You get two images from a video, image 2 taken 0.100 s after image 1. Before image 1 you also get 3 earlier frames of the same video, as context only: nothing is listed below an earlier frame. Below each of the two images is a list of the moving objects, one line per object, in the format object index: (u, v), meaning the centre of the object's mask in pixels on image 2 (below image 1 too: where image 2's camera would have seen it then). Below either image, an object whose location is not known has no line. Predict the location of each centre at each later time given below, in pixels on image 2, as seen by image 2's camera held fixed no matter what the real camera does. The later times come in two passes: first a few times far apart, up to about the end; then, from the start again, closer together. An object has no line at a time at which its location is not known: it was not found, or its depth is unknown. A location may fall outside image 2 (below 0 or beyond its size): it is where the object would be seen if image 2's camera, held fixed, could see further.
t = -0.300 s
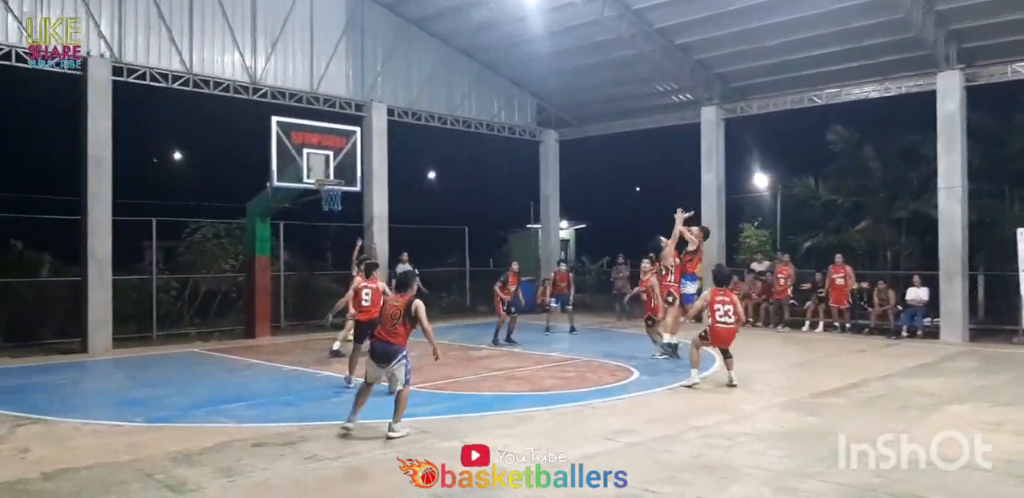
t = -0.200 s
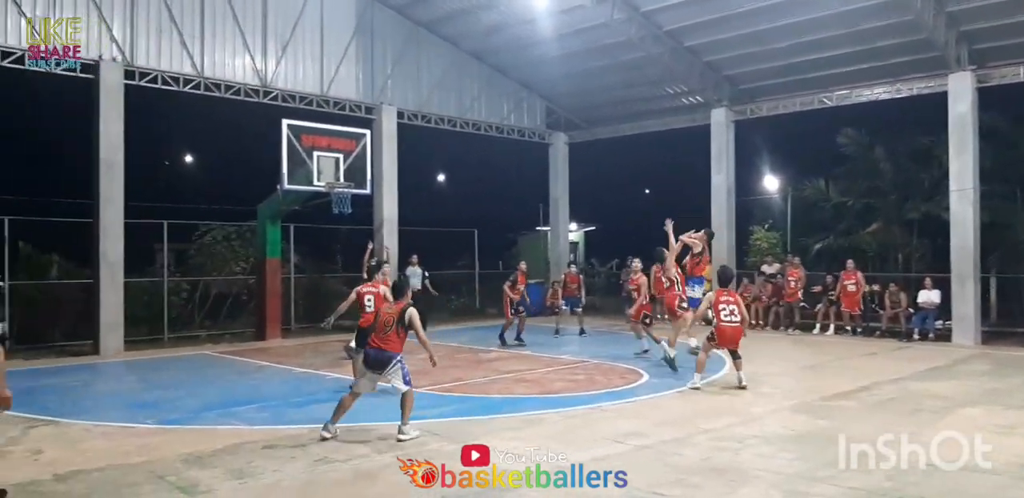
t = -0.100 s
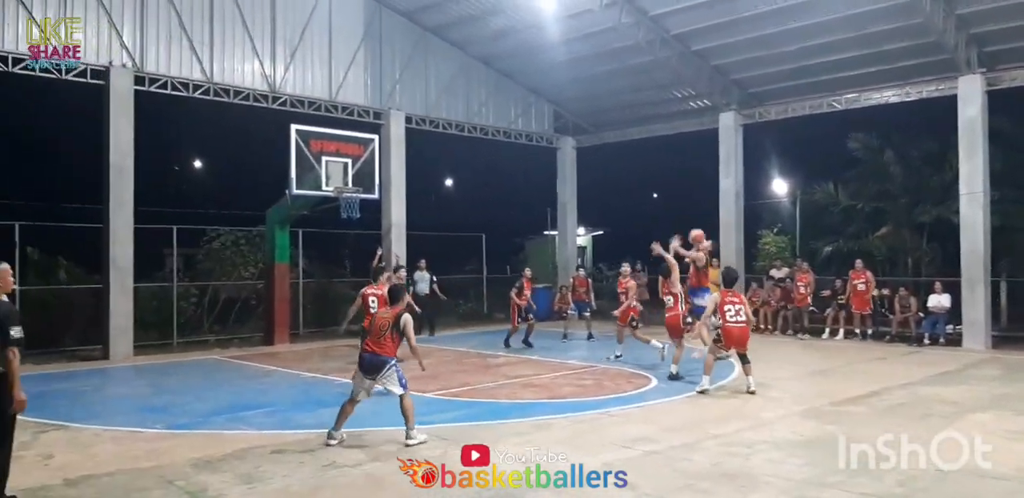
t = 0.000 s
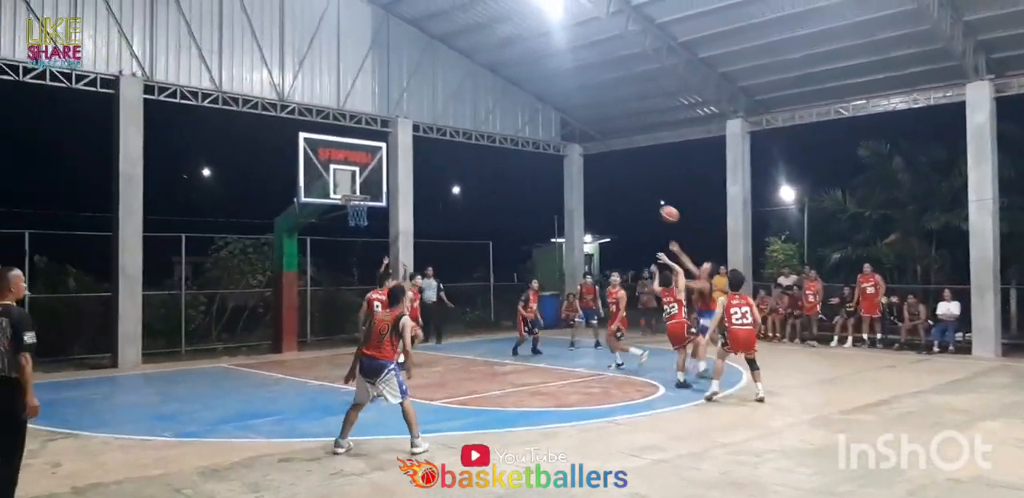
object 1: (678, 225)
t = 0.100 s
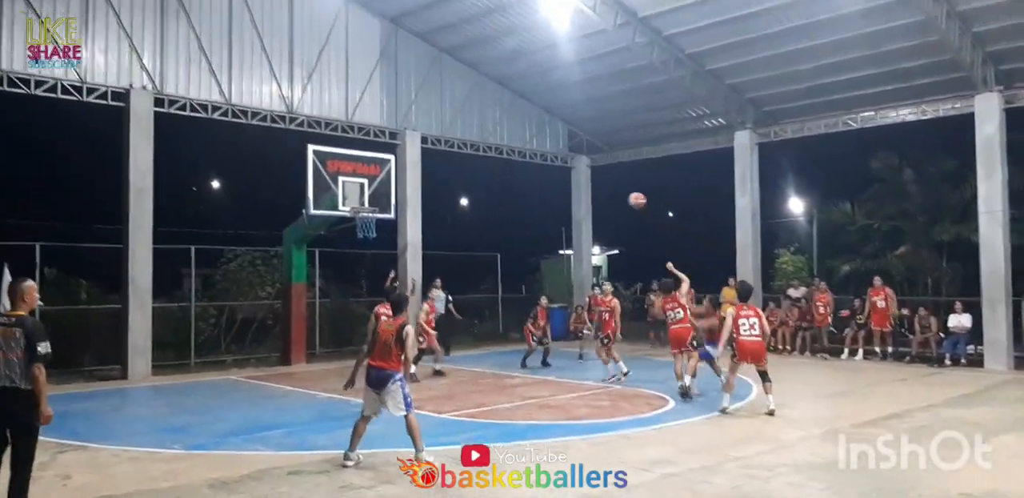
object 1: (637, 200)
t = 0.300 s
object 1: (564, 168)
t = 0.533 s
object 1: (489, 161)
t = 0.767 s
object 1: (424, 184)
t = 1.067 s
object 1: (360, 240)
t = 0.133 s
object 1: (624, 193)
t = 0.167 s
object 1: (612, 187)
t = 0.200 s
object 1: (599, 181)
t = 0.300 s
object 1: (564, 168)
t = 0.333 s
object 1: (553, 165)
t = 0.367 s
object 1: (541, 163)
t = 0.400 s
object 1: (530, 161)
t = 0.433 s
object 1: (520, 161)
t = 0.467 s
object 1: (510, 160)
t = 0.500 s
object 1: (499, 161)
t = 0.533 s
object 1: (489, 161)
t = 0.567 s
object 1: (479, 163)
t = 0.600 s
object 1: (470, 165)
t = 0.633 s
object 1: (460, 168)
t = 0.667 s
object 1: (450, 170)
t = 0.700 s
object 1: (441, 175)
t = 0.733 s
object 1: (432, 179)
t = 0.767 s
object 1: (424, 184)
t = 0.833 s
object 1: (404, 195)
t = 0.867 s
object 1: (397, 201)
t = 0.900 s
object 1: (388, 209)
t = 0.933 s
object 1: (380, 216)
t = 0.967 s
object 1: (373, 223)
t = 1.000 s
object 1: (369, 229)
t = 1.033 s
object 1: (364, 234)
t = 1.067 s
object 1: (360, 240)
